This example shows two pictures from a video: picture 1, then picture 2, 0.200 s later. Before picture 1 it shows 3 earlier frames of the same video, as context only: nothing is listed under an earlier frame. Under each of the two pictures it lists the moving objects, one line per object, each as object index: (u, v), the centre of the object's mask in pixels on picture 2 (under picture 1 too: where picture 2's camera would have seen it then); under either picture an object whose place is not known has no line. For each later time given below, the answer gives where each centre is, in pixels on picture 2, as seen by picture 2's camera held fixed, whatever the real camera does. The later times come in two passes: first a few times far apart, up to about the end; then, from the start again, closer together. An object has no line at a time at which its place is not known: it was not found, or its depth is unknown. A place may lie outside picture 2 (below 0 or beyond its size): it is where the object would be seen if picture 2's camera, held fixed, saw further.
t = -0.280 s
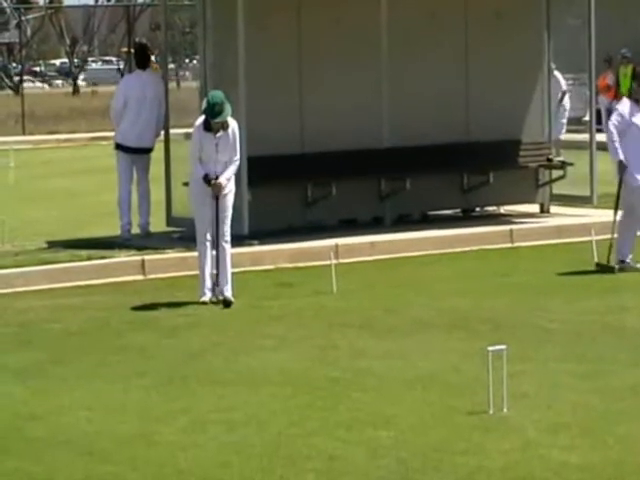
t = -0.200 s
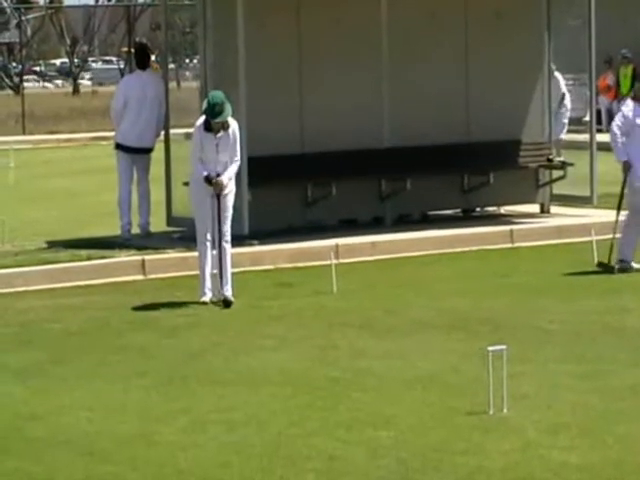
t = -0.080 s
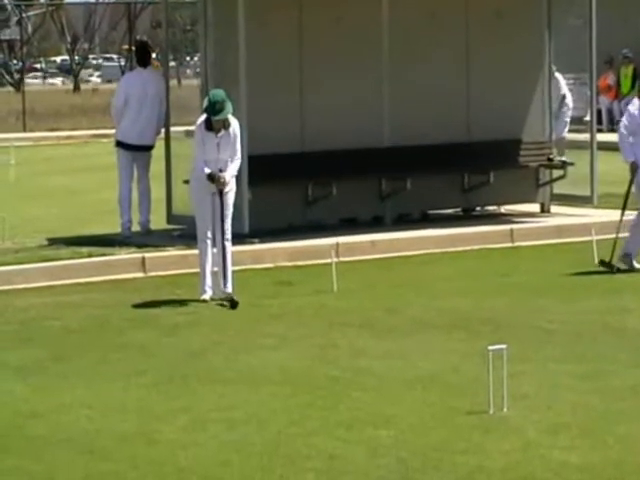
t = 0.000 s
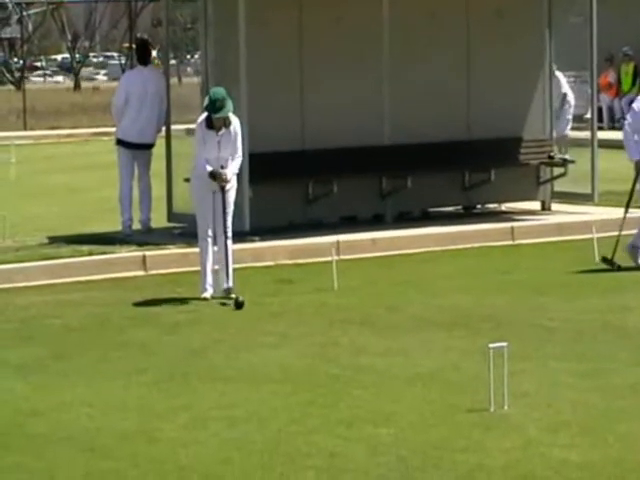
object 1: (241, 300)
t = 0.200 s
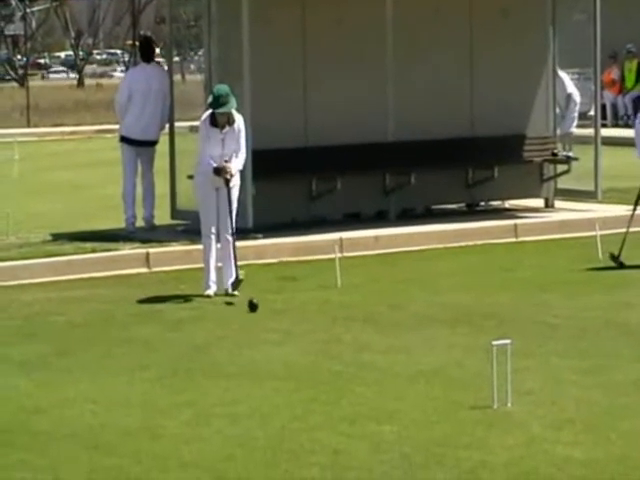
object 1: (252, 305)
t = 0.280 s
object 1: (257, 307)
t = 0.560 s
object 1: (270, 314)
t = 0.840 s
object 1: (284, 319)
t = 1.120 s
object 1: (299, 325)
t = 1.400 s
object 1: (311, 332)
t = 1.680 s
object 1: (324, 337)
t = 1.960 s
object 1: (336, 342)
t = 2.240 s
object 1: (347, 348)
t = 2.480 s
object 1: (357, 353)
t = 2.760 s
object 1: (366, 356)
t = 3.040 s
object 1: (373, 359)
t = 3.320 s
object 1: (380, 362)
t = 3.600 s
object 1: (384, 364)
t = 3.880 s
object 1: (386, 365)
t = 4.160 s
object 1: (388, 366)
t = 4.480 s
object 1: (388, 365)
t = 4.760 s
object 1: (388, 365)
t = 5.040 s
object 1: (387, 365)
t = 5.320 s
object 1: (387, 365)
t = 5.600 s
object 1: (387, 366)
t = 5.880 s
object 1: (388, 366)
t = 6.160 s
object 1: (388, 366)
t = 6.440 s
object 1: (388, 366)
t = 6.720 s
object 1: (388, 365)
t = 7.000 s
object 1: (388, 366)
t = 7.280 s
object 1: (388, 366)
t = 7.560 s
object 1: (388, 366)
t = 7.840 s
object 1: (387, 366)
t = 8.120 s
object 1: (387, 366)
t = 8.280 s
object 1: (387, 366)
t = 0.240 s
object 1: (254, 306)
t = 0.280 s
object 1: (257, 307)
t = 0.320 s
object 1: (259, 308)
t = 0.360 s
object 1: (260, 309)
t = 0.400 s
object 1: (262, 309)
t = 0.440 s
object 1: (264, 311)
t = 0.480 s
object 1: (266, 312)
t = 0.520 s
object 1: (268, 313)
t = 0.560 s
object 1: (270, 314)
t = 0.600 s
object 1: (272, 315)
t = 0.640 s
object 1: (274, 315)
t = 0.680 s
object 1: (276, 316)
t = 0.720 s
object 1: (278, 317)
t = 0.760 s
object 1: (280, 318)
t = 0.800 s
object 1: (282, 318)
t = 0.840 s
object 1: (284, 319)
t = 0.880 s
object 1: (286, 320)
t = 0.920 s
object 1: (288, 321)
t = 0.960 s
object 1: (290, 322)
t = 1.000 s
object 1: (293, 323)
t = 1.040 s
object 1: (295, 324)
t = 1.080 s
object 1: (297, 324)
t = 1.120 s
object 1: (299, 325)
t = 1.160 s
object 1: (300, 326)
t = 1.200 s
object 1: (302, 327)
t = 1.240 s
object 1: (304, 328)
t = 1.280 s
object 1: (306, 329)
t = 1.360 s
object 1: (309, 331)
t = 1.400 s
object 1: (311, 332)
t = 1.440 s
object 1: (313, 333)
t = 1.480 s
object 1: (315, 333)
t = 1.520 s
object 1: (317, 334)
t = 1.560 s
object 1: (318, 335)
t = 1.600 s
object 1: (321, 336)
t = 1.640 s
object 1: (322, 336)
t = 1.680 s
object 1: (324, 337)
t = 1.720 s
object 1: (326, 338)
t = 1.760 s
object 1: (328, 339)
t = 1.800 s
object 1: (329, 340)
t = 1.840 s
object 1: (331, 340)
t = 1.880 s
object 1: (333, 341)
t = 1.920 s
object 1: (334, 341)
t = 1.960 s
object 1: (336, 342)
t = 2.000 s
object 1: (338, 343)
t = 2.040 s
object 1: (340, 344)
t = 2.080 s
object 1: (341, 345)
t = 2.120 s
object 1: (343, 346)
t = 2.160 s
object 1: (344, 347)
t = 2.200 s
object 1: (346, 347)
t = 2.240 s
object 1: (347, 348)
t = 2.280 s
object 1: (349, 349)
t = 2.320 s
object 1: (350, 349)
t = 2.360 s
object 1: (352, 350)
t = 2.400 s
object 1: (353, 351)
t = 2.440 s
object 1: (355, 351)
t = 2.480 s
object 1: (357, 353)
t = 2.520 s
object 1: (359, 353)
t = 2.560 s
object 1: (360, 354)
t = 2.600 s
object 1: (361, 354)
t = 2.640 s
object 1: (362, 354)
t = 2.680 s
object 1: (363, 355)
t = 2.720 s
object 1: (365, 355)
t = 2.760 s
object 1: (366, 356)
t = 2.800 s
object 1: (367, 356)
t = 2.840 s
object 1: (368, 357)
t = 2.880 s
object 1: (369, 357)
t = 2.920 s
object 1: (370, 358)
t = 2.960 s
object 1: (371, 358)
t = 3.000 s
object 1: (372, 359)
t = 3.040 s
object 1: (373, 359)
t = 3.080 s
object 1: (374, 360)
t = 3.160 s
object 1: (376, 360)
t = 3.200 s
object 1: (377, 361)
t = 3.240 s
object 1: (378, 361)
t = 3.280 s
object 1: (379, 361)
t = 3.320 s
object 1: (380, 362)
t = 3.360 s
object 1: (380, 362)
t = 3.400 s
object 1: (381, 363)
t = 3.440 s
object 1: (382, 363)
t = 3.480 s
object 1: (382, 363)
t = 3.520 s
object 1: (383, 364)
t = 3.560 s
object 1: (383, 364)
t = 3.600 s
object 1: (384, 364)
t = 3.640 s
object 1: (384, 364)
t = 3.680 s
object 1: (384, 364)
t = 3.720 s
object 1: (385, 364)
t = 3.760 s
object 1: (385, 365)
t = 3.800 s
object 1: (385, 365)
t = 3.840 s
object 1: (386, 365)
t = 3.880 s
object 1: (386, 365)
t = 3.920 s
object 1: (386, 365)
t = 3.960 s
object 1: (387, 365)
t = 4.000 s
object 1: (387, 365)
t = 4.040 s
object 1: (387, 365)
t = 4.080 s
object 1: (387, 365)
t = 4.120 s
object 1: (387, 365)
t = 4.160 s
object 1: (388, 366)
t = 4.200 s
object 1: (388, 366)
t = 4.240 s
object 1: (388, 366)
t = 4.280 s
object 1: (388, 366)
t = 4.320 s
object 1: (388, 365)
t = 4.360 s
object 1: (388, 365)
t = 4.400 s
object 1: (388, 366)
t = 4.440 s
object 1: (388, 365)
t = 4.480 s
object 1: (388, 365)
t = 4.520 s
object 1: (388, 365)
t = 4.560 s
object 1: (388, 365)
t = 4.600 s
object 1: (388, 365)
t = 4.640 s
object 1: (388, 365)
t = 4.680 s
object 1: (387, 365)
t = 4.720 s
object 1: (388, 365)
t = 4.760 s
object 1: (388, 365)
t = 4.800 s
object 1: (388, 365)
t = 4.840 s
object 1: (388, 365)
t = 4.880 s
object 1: (387, 365)
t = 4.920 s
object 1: (387, 366)
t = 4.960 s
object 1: (387, 366)
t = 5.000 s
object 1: (387, 365)
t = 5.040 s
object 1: (387, 365)
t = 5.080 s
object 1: (387, 365)
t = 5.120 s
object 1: (387, 365)
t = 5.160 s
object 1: (387, 365)
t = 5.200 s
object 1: (387, 365)
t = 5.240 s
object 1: (388, 365)
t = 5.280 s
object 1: (387, 365)
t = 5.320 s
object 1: (387, 365)
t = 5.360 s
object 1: (387, 365)
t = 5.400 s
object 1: (387, 365)
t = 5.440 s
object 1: (387, 366)
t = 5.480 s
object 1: (387, 365)
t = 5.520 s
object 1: (387, 366)
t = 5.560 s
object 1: (387, 366)
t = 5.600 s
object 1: (387, 366)
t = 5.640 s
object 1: (388, 366)
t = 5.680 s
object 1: (387, 366)
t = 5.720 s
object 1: (388, 366)
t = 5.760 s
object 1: (388, 366)
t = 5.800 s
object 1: (388, 366)
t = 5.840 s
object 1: (387, 366)
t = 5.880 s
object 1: (388, 366)
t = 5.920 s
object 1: (388, 365)
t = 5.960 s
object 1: (388, 366)
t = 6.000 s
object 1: (388, 366)
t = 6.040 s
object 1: (388, 365)
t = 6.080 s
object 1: (388, 366)
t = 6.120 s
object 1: (388, 365)
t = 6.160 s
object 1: (388, 366)
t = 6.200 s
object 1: (388, 366)
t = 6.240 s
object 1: (388, 366)
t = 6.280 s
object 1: (388, 366)
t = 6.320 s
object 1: (388, 366)
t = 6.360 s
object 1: (388, 366)
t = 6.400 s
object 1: (388, 366)
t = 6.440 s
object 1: (388, 366)
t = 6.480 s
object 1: (387, 366)
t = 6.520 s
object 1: (387, 366)
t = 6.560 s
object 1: (387, 366)
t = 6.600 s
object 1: (387, 366)
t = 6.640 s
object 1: (387, 366)
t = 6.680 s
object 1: (388, 366)
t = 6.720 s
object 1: (388, 365)
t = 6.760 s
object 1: (388, 365)
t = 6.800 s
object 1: (388, 365)
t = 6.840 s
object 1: (388, 366)
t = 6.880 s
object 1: (388, 365)
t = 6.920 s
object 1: (388, 365)
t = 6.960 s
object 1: (388, 366)
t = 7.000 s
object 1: (388, 366)
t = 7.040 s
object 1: (388, 366)
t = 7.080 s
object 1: (388, 366)
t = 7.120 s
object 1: (388, 366)
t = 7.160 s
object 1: (388, 365)
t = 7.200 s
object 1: (388, 365)
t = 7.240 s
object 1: (388, 366)
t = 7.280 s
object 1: (388, 366)
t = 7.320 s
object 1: (388, 366)
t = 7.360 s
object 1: (388, 366)
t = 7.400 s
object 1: (387, 366)
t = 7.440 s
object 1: (388, 366)
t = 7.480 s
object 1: (387, 366)
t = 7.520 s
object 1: (387, 366)
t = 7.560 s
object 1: (388, 366)
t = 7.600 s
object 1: (387, 366)
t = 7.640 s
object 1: (387, 366)
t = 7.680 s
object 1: (387, 366)
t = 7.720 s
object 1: (387, 366)
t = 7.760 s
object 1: (387, 366)
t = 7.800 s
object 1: (387, 366)
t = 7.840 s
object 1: (387, 366)
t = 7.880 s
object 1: (387, 366)
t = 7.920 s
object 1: (387, 366)
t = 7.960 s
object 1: (387, 366)
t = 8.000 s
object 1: (387, 366)
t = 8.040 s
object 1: (387, 366)
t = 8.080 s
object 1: (387, 366)
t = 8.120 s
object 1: (387, 366)
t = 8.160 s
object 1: (387, 367)
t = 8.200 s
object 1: (387, 366)
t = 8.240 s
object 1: (387, 366)
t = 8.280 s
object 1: (387, 366)
